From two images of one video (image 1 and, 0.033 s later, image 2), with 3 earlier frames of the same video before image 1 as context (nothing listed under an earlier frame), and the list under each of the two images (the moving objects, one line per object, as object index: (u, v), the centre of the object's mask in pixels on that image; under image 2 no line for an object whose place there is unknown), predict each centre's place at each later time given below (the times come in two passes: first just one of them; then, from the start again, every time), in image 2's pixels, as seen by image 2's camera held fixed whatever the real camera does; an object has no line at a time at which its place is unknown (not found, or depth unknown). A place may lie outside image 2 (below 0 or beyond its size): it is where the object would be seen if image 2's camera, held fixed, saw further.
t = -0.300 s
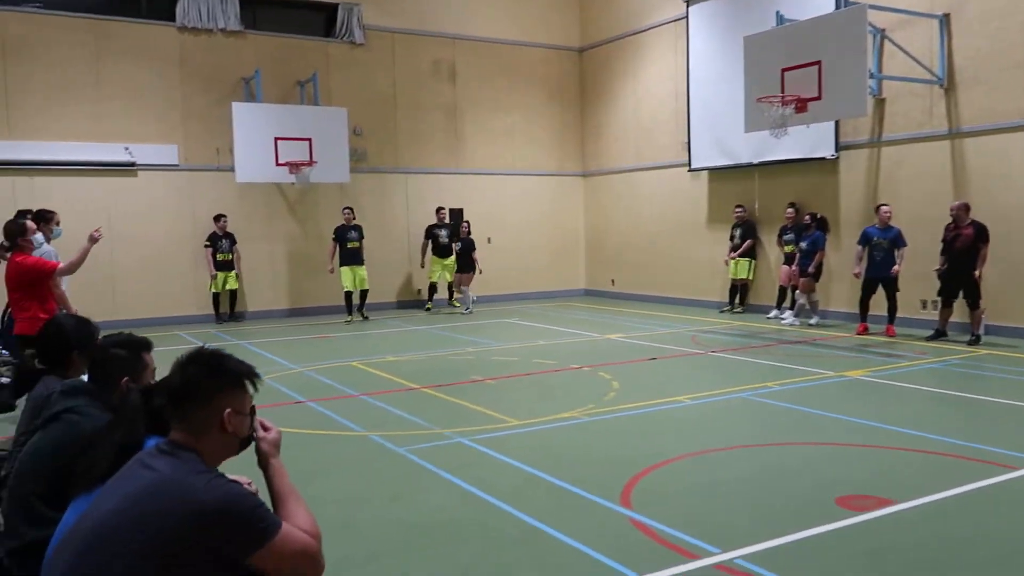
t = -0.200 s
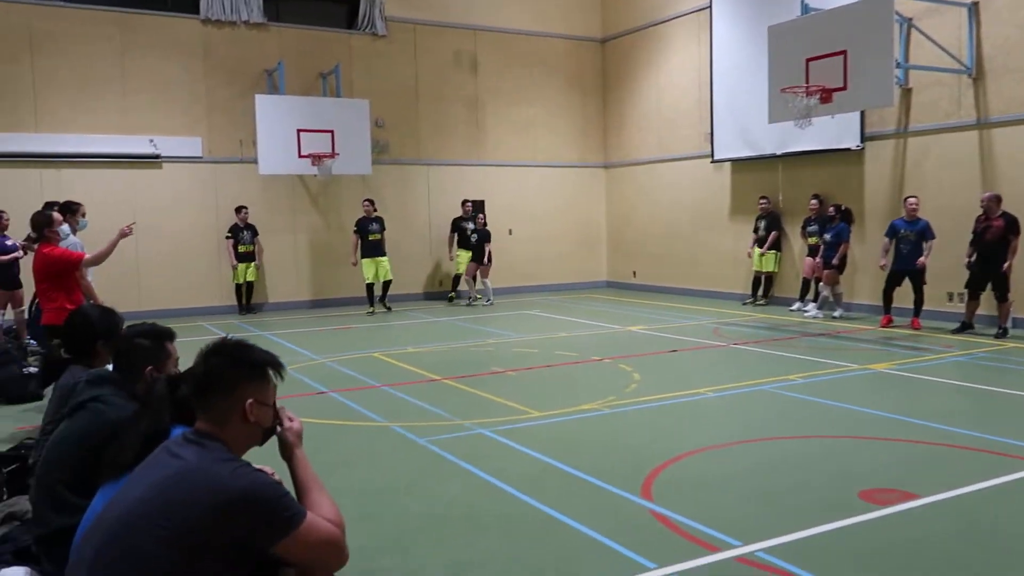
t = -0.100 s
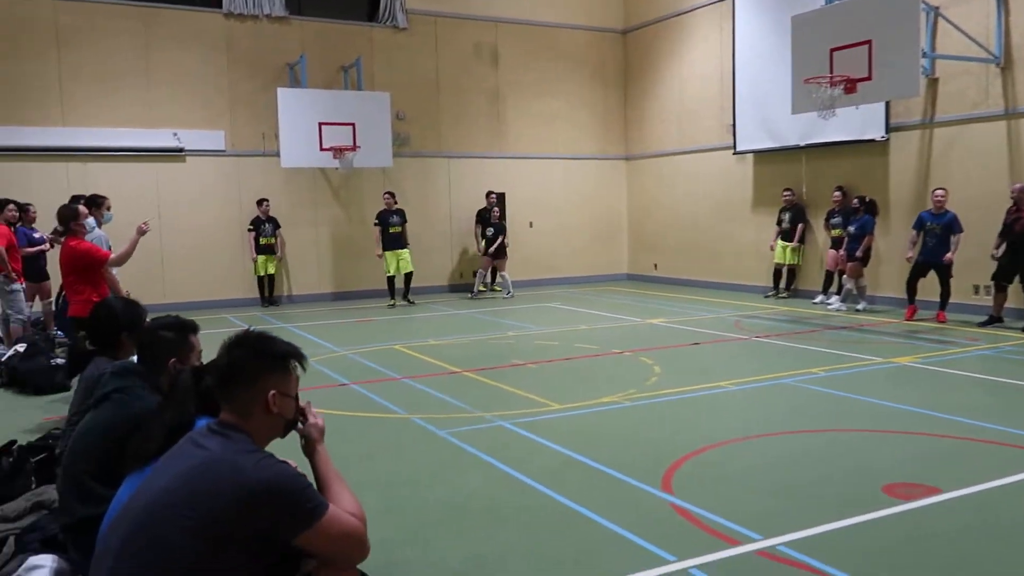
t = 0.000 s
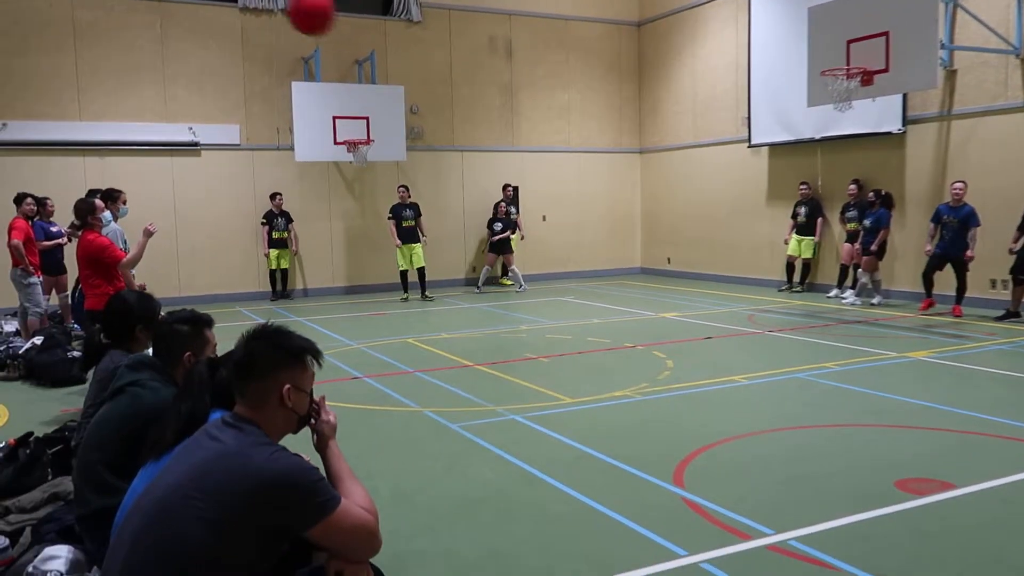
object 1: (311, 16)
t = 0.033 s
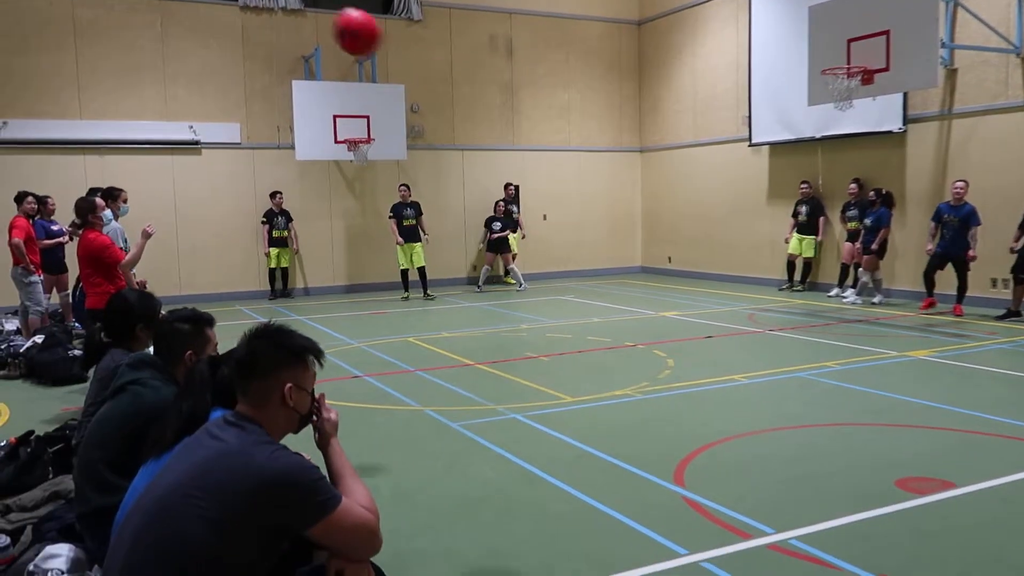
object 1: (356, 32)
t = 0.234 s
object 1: (580, 187)
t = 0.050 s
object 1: (379, 44)
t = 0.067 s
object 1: (401, 56)
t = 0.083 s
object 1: (421, 69)
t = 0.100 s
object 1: (441, 81)
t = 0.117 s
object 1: (461, 93)
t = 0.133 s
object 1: (479, 106)
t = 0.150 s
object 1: (498, 119)
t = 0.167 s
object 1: (515, 132)
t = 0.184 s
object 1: (532, 145)
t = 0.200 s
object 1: (549, 159)
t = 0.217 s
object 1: (564, 173)
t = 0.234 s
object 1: (580, 187)
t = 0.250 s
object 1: (594, 201)
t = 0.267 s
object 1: (609, 215)
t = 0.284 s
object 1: (623, 229)
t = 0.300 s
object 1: (637, 244)
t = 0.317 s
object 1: (650, 258)
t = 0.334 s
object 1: (663, 273)
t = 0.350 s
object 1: (675, 288)
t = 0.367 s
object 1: (688, 302)
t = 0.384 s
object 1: (700, 318)
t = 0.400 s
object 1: (711, 333)
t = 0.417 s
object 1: (722, 347)
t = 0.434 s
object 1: (733, 362)
